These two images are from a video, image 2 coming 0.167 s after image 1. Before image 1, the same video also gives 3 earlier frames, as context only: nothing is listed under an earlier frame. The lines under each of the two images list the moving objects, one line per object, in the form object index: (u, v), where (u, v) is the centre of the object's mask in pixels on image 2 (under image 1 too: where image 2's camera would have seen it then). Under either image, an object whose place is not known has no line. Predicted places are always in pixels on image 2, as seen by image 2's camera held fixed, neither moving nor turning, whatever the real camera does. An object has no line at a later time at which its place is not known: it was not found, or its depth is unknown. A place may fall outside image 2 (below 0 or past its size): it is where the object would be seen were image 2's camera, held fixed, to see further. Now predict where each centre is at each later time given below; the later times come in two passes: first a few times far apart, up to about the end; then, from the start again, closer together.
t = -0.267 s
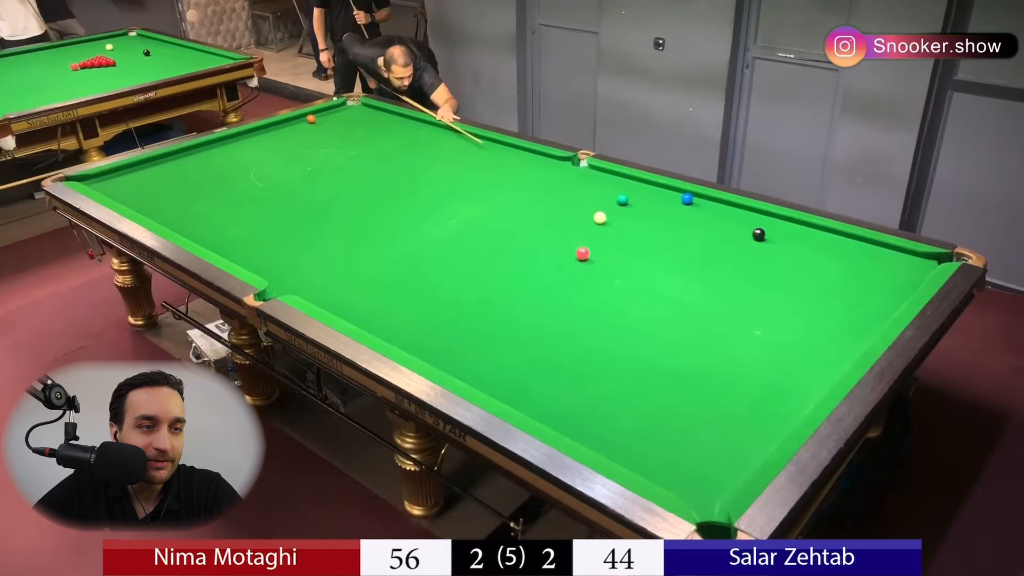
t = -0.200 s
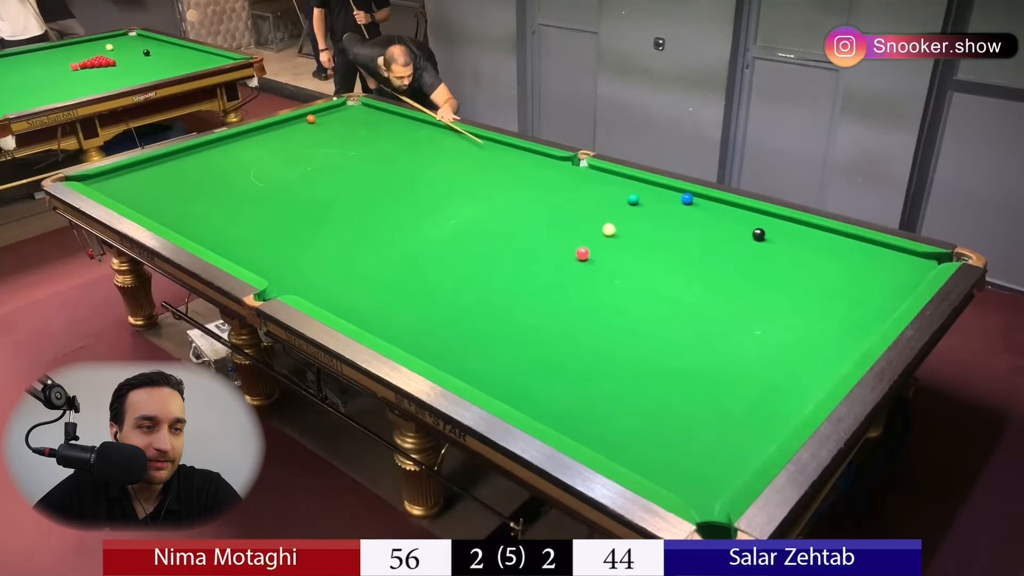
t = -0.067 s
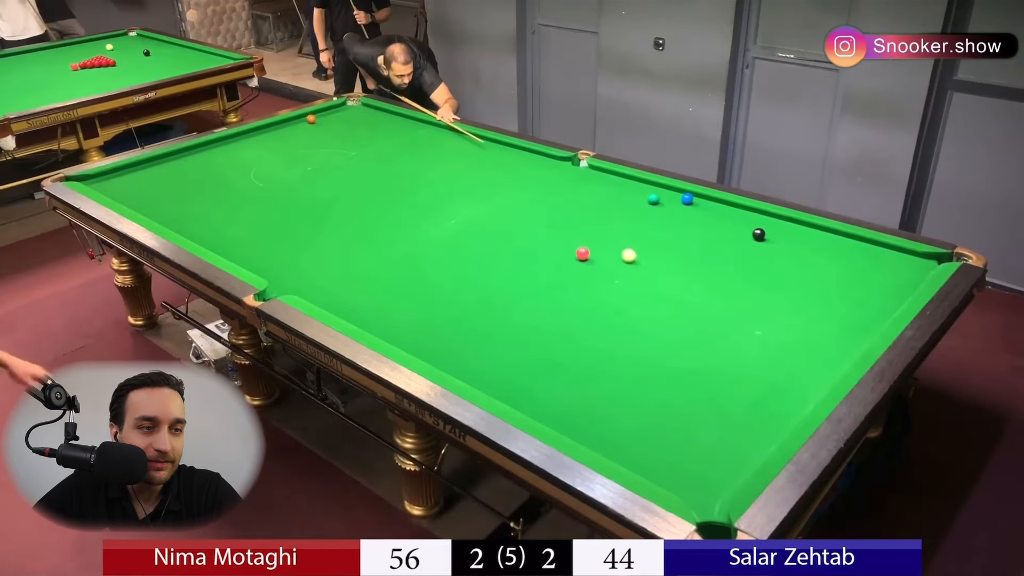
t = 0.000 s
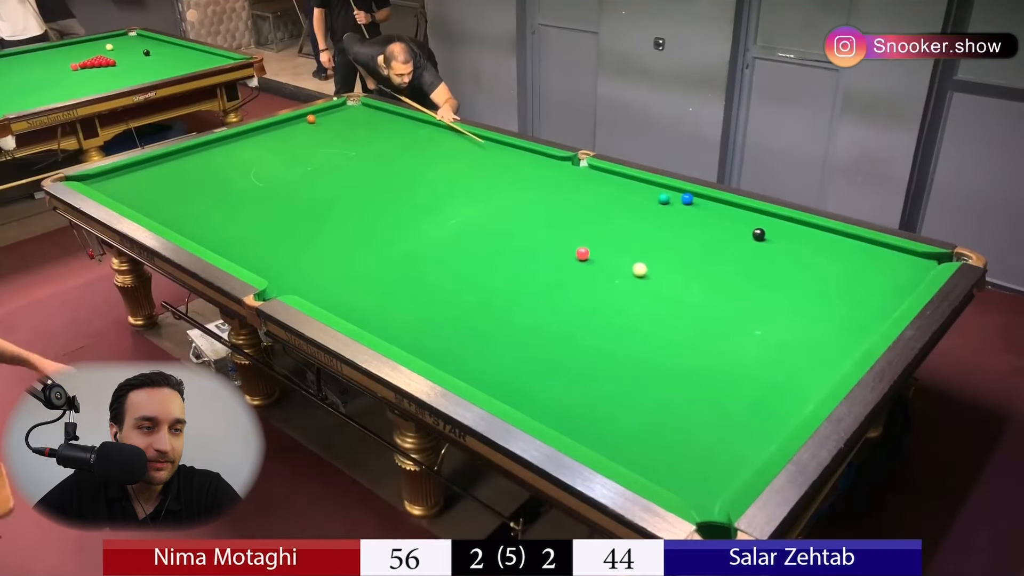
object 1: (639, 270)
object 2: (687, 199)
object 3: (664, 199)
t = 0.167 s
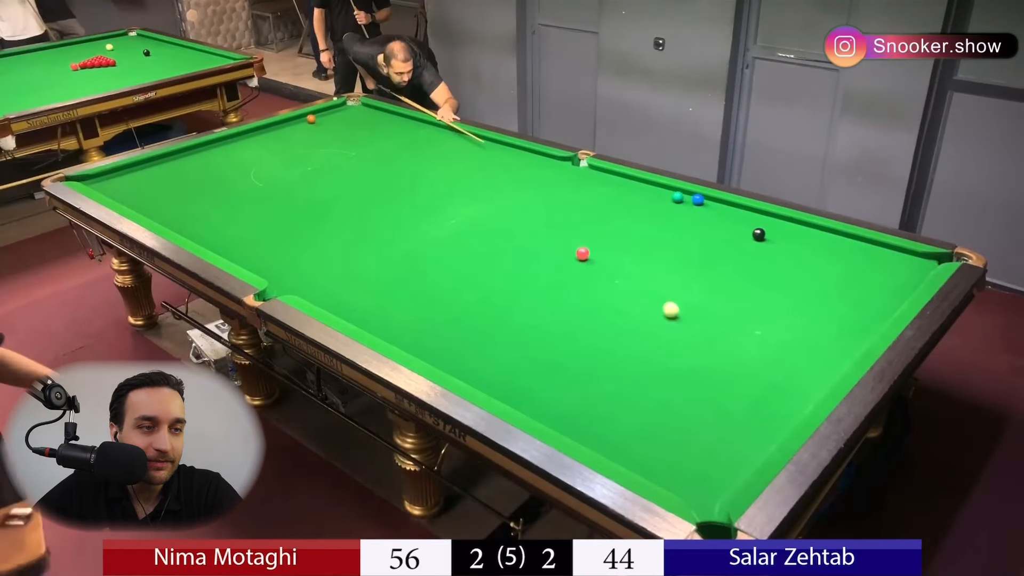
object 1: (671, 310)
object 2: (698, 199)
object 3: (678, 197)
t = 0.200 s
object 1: (678, 319)
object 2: (701, 199)
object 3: (679, 197)
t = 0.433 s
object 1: (735, 393)
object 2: (719, 203)
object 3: (688, 194)
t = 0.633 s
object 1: (730, 437)
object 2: (727, 207)
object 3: (690, 195)
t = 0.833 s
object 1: (638, 435)
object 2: (735, 211)
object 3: (689, 197)
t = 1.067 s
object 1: (557, 418)
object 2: (744, 216)
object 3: (689, 198)
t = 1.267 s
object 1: (534, 381)
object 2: (752, 220)
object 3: (688, 200)
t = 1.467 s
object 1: (514, 349)
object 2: (758, 224)
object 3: (687, 201)
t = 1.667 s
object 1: (497, 321)
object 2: (765, 226)
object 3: (687, 201)
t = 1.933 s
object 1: (477, 289)
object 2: (772, 231)
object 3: (686, 202)
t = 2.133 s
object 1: (464, 268)
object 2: (777, 234)
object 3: (686, 202)
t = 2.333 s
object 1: (452, 250)
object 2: (781, 237)
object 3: (686, 202)
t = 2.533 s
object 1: (442, 233)
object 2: (785, 239)
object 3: (686, 202)
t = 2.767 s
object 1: (431, 216)
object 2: (790, 241)
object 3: (686, 202)
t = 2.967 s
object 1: (422, 202)
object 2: (793, 242)
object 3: (686, 202)
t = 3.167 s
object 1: (414, 190)
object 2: (796, 243)
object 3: (686, 202)
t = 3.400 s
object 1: (406, 177)
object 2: (798, 244)
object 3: (686, 202)
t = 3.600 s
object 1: (399, 167)
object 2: (799, 244)
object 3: (686, 202)
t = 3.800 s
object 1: (393, 158)
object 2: (799, 244)
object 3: (686, 202)
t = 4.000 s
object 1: (387, 149)
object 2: (799, 244)
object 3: (686, 202)
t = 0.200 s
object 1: (678, 319)
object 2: (701, 199)
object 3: (679, 197)
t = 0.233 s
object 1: (685, 328)
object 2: (704, 200)
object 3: (680, 197)
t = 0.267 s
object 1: (692, 338)
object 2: (708, 200)
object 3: (681, 196)
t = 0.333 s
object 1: (708, 359)
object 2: (714, 201)
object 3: (684, 196)
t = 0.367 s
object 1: (717, 370)
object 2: (716, 201)
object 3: (685, 195)
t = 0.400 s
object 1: (725, 381)
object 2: (717, 202)
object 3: (687, 195)
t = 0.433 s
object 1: (735, 393)
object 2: (719, 203)
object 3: (688, 194)
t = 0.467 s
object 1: (744, 405)
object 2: (720, 203)
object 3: (689, 194)
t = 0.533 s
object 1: (764, 431)
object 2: (723, 205)
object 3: (690, 194)
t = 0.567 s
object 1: (765, 439)
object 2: (724, 206)
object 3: (690, 194)
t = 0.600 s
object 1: (747, 438)
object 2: (726, 206)
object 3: (690, 195)
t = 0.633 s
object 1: (730, 437)
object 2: (727, 207)
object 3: (690, 195)
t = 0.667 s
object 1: (714, 436)
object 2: (729, 208)
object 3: (690, 195)
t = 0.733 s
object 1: (683, 436)
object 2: (731, 209)
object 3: (690, 196)
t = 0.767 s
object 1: (668, 435)
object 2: (733, 210)
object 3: (689, 196)
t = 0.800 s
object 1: (653, 435)
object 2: (734, 211)
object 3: (689, 196)
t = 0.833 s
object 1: (638, 435)
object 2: (735, 211)
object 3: (689, 197)
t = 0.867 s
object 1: (623, 434)
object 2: (737, 212)
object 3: (689, 197)
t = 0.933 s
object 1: (594, 434)
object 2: (739, 213)
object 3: (689, 198)
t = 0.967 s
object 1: (580, 433)
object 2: (740, 214)
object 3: (689, 198)
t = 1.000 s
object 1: (566, 430)
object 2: (742, 215)
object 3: (689, 198)
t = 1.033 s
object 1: (562, 425)
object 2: (743, 216)
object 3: (689, 198)
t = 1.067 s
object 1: (557, 418)
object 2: (744, 216)
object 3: (689, 198)
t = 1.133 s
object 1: (549, 405)
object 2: (747, 217)
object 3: (689, 199)
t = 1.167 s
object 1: (545, 399)
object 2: (748, 218)
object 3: (688, 199)
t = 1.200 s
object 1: (541, 393)
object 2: (749, 219)
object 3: (688, 200)
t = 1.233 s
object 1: (537, 387)
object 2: (750, 220)
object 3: (688, 200)
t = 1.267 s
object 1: (534, 381)
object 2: (752, 220)
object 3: (688, 200)
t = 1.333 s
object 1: (527, 370)
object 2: (754, 221)
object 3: (688, 200)
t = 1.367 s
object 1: (524, 364)
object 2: (755, 222)
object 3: (688, 201)
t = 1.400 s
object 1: (520, 359)
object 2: (756, 222)
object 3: (688, 201)
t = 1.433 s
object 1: (517, 354)
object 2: (757, 223)
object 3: (688, 201)
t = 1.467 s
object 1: (514, 349)
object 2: (758, 224)
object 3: (687, 201)
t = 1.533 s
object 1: (508, 339)
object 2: (760, 224)
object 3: (687, 201)
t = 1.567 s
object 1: (505, 334)
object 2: (762, 224)
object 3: (687, 201)
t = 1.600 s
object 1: (502, 330)
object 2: (763, 225)
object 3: (687, 202)
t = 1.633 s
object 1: (499, 325)
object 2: (764, 226)
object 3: (686, 201)
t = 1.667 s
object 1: (497, 321)
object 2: (765, 226)
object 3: (687, 201)
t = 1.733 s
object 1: (491, 312)
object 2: (767, 228)
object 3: (686, 202)
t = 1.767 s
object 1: (489, 308)
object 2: (768, 228)
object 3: (687, 202)
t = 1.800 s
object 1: (486, 304)
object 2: (769, 229)
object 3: (686, 202)
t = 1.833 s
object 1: (484, 300)
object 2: (770, 230)
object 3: (686, 202)
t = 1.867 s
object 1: (481, 297)
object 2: (771, 230)
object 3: (686, 202)
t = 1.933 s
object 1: (477, 289)
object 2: (772, 231)
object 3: (686, 202)
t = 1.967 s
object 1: (475, 286)
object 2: (773, 232)
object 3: (686, 202)
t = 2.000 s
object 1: (472, 282)
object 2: (774, 233)
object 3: (686, 202)
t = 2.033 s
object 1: (470, 279)
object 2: (774, 233)
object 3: (686, 202)
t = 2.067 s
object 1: (468, 275)
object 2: (775, 233)
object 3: (686, 202)
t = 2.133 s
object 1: (464, 268)
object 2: (777, 234)
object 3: (686, 202)
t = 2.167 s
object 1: (462, 265)
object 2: (778, 235)
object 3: (686, 202)
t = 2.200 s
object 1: (460, 262)
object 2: (778, 235)
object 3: (686, 202)
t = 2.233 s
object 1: (458, 259)
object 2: (779, 236)
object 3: (686, 202)
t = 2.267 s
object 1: (456, 256)
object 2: (780, 236)
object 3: (686, 202)
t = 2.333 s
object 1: (452, 250)
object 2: (781, 237)
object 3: (686, 202)
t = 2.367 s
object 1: (451, 247)
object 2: (782, 237)
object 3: (686, 202)
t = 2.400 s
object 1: (449, 244)
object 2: (783, 237)
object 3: (686, 202)
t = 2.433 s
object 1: (447, 241)
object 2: (783, 238)
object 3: (686, 202)
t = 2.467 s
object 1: (445, 239)
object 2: (784, 238)
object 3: (686, 202)
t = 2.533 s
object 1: (442, 233)
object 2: (785, 239)
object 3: (686, 202)
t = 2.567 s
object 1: (440, 230)
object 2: (786, 239)
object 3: (686, 202)
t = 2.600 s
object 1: (439, 228)
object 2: (787, 240)
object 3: (686, 202)
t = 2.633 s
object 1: (437, 226)
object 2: (787, 240)
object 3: (686, 202)
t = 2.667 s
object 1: (435, 223)
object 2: (788, 240)
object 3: (686, 202)
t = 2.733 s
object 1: (432, 218)
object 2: (789, 241)
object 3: (686, 202)
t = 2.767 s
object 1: (431, 216)
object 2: (790, 241)
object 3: (686, 202)
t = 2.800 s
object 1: (430, 214)
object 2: (790, 241)
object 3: (686, 202)
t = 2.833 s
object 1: (428, 211)
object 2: (791, 241)
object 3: (686, 202)
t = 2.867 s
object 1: (426, 209)
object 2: (792, 242)
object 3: (686, 202)
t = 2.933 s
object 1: (424, 205)
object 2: (792, 242)
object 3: (686, 202)
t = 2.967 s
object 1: (422, 202)
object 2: (793, 242)
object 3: (686, 202)
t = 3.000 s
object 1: (421, 200)
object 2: (793, 242)
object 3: (686, 202)
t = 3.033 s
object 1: (420, 198)
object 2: (794, 243)
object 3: (686, 202)
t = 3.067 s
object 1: (418, 196)
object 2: (794, 243)
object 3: (686, 202)
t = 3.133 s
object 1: (416, 192)
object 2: (795, 243)
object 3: (686, 202)
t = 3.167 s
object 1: (414, 190)
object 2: (796, 243)
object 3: (686, 202)
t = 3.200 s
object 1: (413, 188)
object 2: (796, 243)
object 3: (686, 202)
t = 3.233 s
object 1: (412, 186)
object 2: (796, 243)
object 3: (686, 202)
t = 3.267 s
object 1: (411, 185)
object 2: (797, 244)
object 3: (686, 202)
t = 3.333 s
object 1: (408, 181)
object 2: (797, 244)
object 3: (686, 202)
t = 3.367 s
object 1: (407, 179)
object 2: (798, 244)
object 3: (686, 202)
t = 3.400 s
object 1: (406, 177)
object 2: (798, 244)
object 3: (686, 202)
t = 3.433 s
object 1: (405, 176)
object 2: (798, 244)
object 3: (686, 202)
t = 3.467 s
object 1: (404, 174)
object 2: (798, 244)
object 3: (686, 202)
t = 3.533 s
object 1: (401, 171)
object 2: (799, 244)
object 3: (686, 202)
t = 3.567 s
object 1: (400, 169)
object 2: (799, 244)
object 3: (686, 202)
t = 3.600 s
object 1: (399, 167)
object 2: (799, 244)
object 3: (686, 202)
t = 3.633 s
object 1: (398, 166)
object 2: (799, 244)
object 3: (686, 202)
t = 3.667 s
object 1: (397, 164)
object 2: (799, 244)
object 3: (686, 202)
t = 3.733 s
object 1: (395, 161)
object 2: (799, 244)
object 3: (686, 202)
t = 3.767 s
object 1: (394, 159)
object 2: (799, 244)
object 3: (686, 202)
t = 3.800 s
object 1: (393, 158)
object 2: (799, 244)
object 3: (686, 202)
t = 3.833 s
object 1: (392, 156)
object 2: (799, 244)
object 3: (686, 202)
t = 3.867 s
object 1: (391, 155)
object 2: (799, 244)
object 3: (686, 202)
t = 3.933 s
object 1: (389, 152)
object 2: (799, 244)
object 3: (686, 202)
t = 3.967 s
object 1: (388, 151)
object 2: (799, 244)
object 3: (686, 202)
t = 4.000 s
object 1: (387, 149)
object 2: (799, 244)
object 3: (686, 202)
